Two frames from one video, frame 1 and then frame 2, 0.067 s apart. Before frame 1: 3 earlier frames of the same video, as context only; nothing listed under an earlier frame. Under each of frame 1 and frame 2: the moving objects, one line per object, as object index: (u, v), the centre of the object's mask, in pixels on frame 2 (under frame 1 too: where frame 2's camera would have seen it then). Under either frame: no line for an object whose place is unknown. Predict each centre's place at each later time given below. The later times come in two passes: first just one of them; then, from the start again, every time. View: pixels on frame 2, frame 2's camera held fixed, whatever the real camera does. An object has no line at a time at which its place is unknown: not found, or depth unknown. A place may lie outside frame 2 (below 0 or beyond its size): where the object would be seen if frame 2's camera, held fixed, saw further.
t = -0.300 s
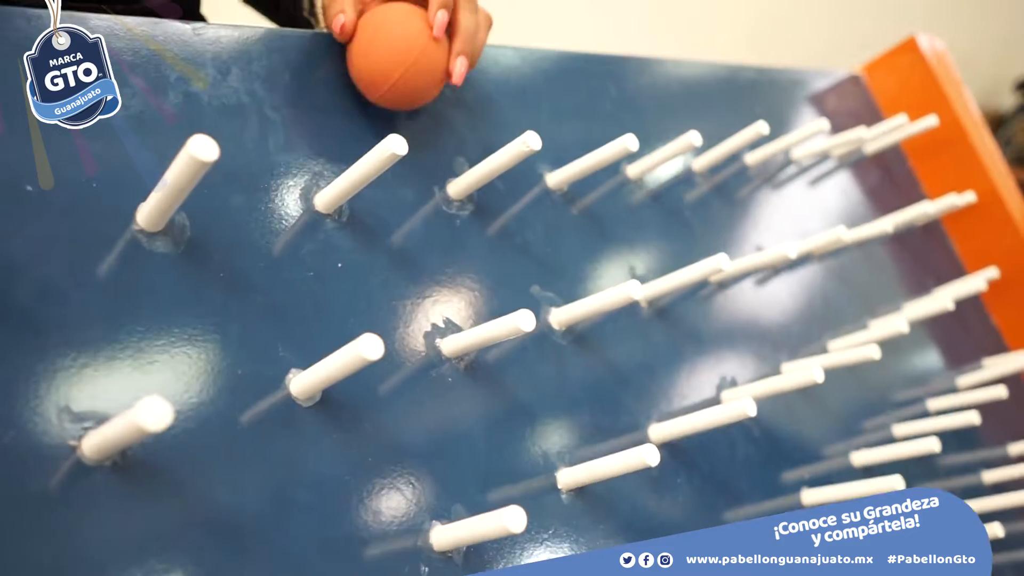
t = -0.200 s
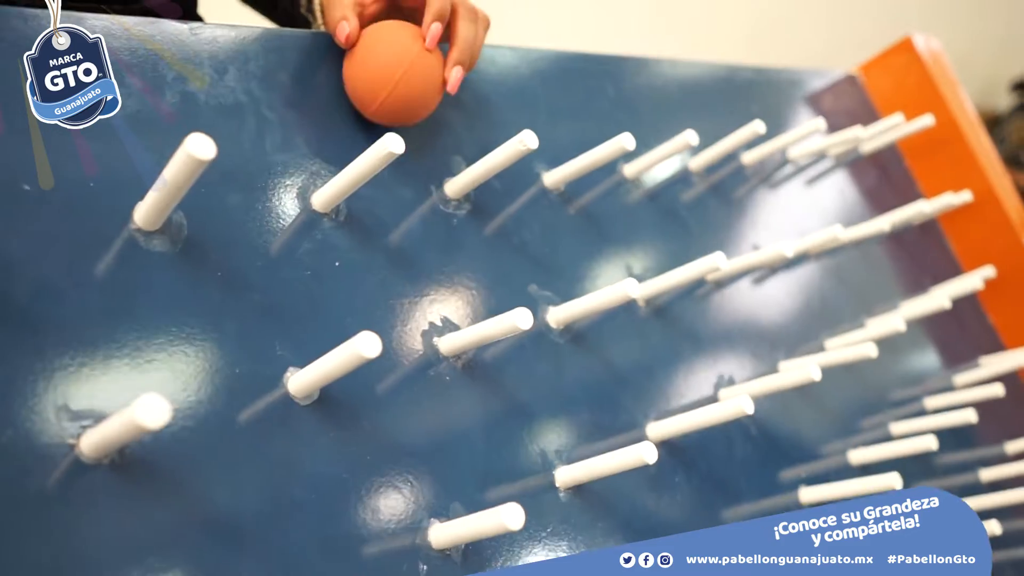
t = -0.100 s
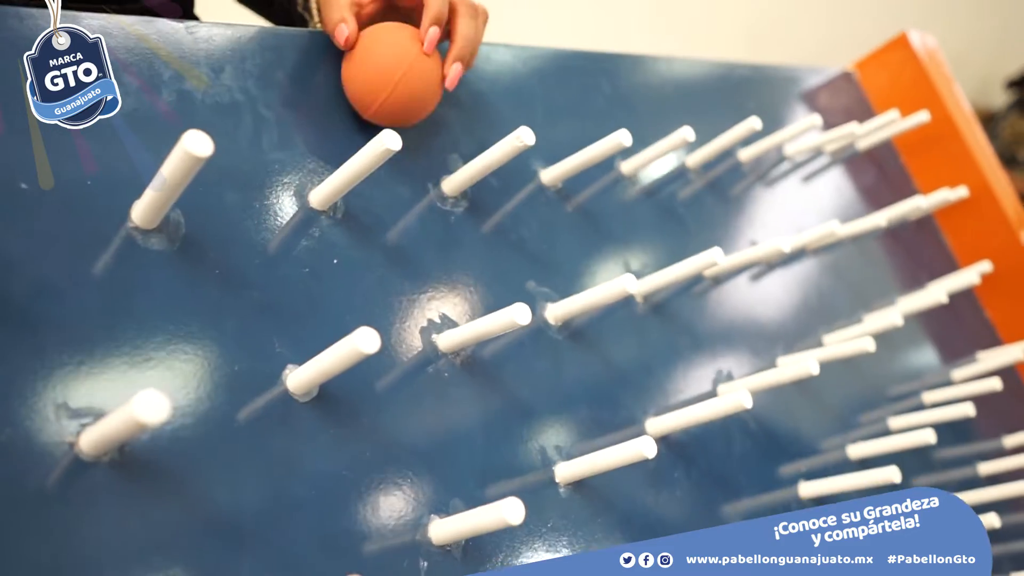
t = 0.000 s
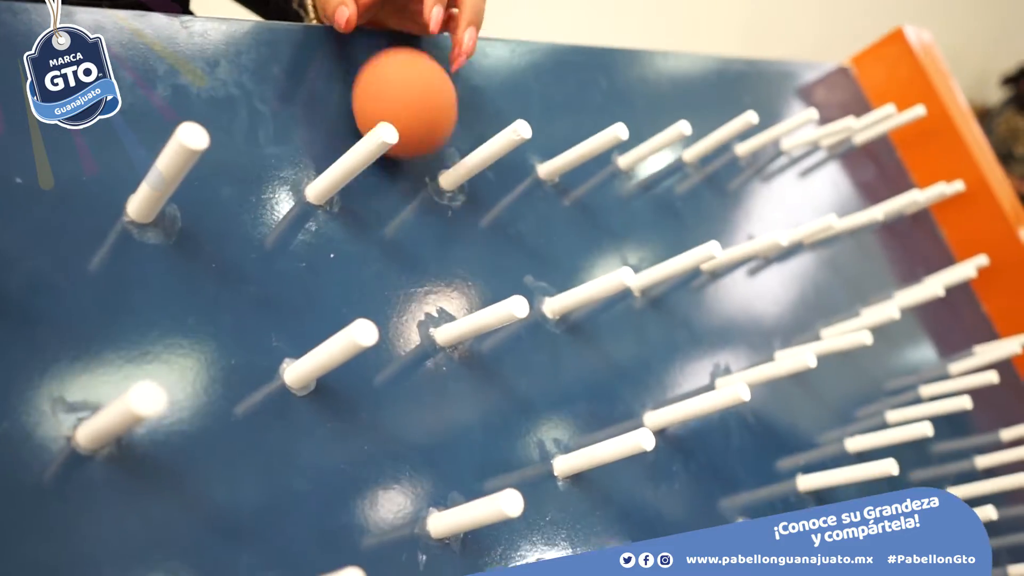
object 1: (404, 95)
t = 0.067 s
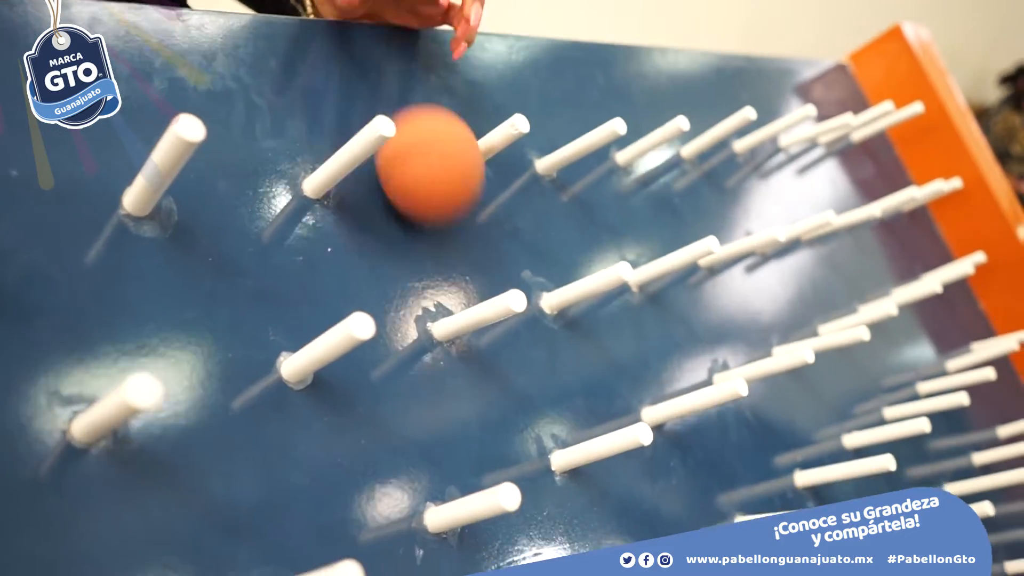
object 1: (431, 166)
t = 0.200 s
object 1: (532, 206)
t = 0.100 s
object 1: (450, 215)
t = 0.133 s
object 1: (475, 255)
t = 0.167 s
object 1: (506, 224)
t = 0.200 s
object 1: (532, 206)
